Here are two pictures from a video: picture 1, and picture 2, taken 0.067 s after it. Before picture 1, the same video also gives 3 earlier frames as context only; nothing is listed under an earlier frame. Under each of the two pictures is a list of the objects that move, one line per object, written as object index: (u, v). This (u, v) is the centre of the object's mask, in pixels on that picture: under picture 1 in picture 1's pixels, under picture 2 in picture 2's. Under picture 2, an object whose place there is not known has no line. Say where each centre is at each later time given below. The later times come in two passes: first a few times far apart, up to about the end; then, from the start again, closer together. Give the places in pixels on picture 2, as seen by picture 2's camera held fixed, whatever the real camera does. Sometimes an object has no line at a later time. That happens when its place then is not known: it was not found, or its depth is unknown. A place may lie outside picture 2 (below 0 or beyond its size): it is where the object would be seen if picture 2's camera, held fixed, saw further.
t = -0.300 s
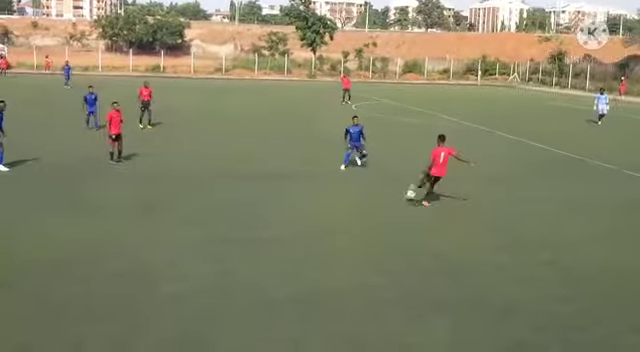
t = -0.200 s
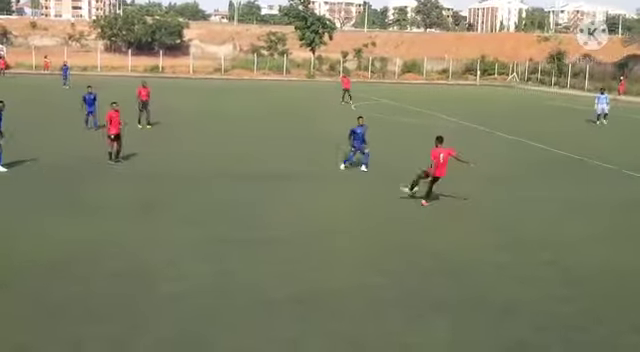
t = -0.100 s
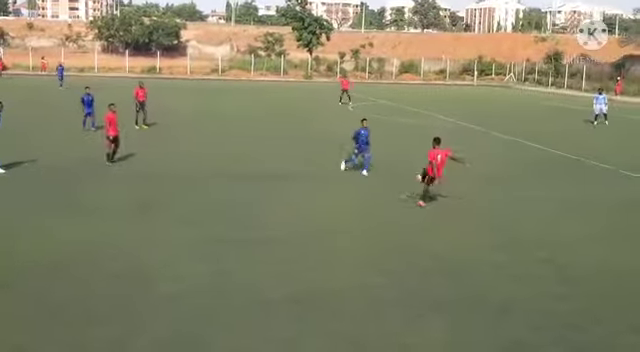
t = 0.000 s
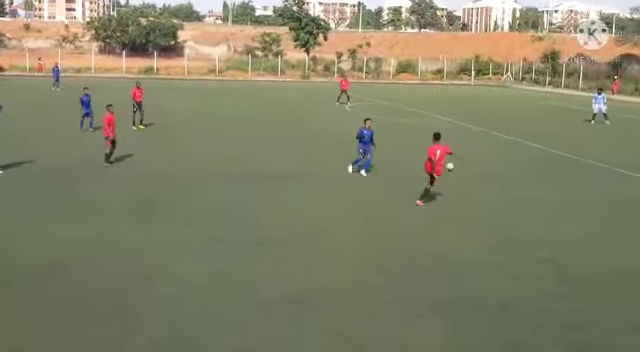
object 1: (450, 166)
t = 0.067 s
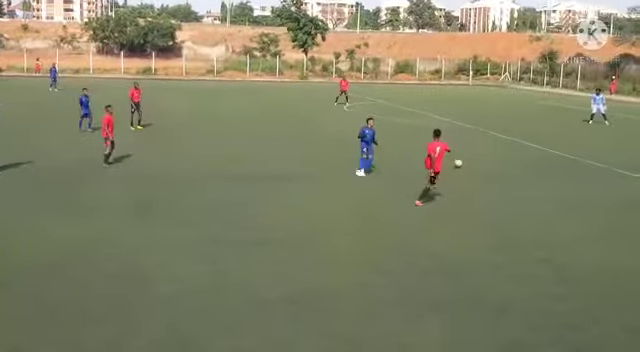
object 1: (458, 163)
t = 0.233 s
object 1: (480, 151)
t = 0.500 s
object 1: (507, 138)
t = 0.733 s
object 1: (521, 130)
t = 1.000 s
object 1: (536, 126)
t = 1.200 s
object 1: (545, 123)
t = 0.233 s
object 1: (480, 151)
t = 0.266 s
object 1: (484, 149)
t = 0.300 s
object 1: (487, 149)
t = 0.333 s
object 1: (490, 146)
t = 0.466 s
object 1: (505, 139)
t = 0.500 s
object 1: (507, 138)
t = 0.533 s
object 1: (510, 138)
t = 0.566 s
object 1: (512, 138)
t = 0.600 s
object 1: (515, 135)
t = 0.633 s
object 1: (515, 135)
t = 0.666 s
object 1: (517, 134)
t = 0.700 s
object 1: (517, 133)
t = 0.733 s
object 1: (521, 130)
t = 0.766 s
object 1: (524, 129)
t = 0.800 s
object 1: (524, 130)
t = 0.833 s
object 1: (527, 129)
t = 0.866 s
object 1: (529, 128)
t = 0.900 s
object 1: (532, 128)
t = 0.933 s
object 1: (533, 128)
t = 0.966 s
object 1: (535, 126)
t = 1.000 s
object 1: (536, 126)
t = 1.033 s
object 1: (537, 126)
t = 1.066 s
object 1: (539, 124)
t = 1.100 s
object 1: (540, 125)
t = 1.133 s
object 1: (541, 124)
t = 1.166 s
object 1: (544, 123)
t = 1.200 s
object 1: (545, 123)
